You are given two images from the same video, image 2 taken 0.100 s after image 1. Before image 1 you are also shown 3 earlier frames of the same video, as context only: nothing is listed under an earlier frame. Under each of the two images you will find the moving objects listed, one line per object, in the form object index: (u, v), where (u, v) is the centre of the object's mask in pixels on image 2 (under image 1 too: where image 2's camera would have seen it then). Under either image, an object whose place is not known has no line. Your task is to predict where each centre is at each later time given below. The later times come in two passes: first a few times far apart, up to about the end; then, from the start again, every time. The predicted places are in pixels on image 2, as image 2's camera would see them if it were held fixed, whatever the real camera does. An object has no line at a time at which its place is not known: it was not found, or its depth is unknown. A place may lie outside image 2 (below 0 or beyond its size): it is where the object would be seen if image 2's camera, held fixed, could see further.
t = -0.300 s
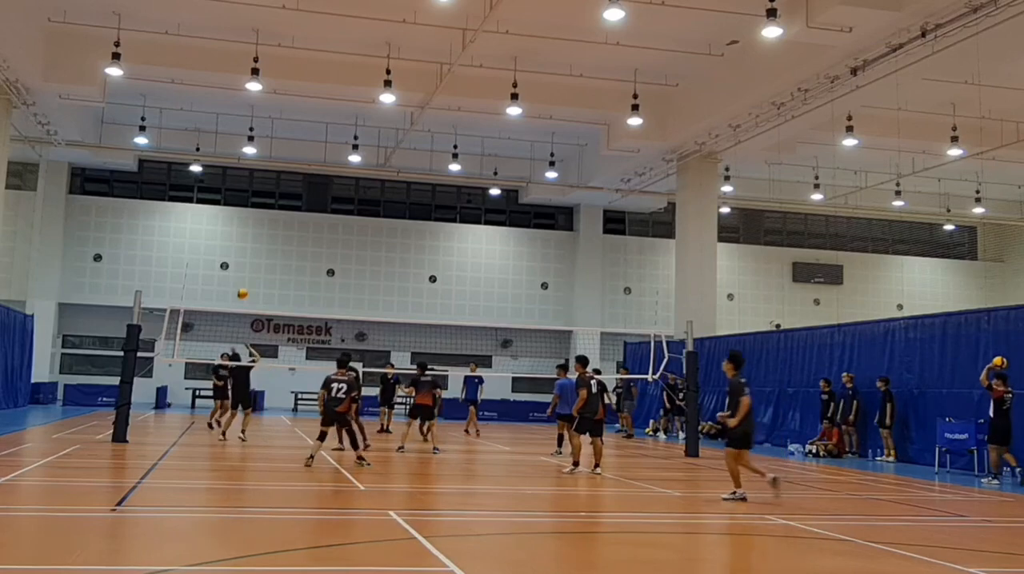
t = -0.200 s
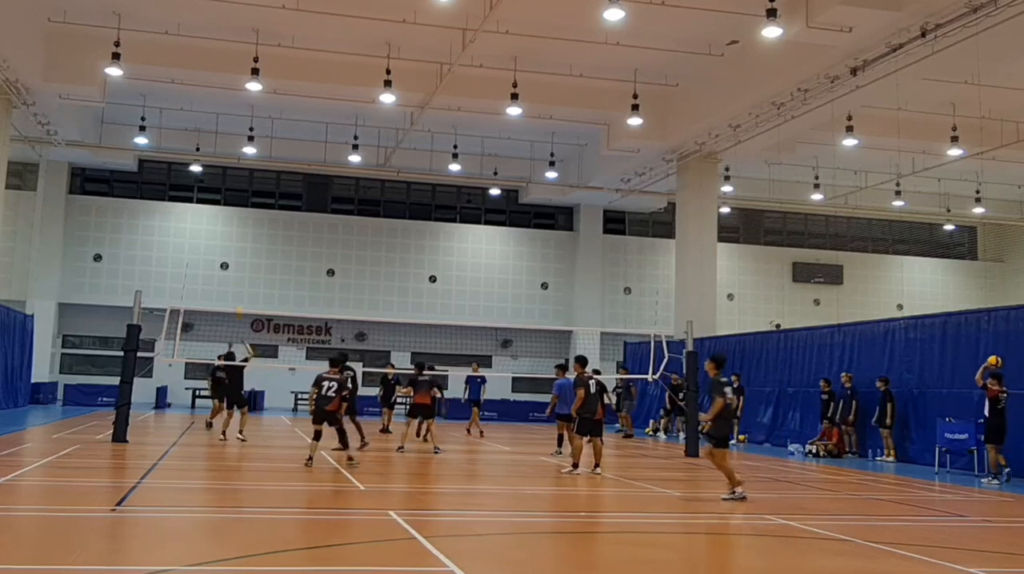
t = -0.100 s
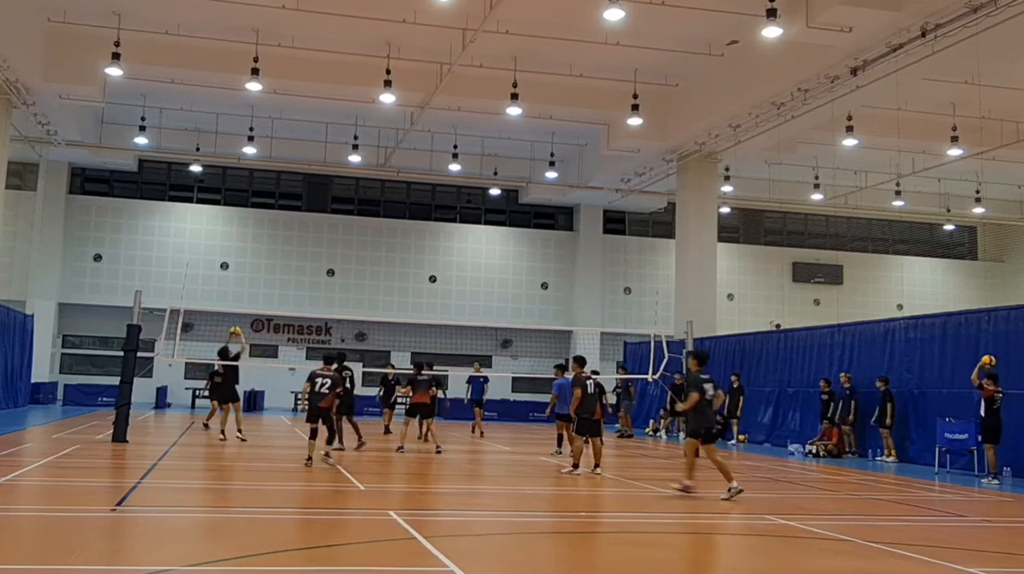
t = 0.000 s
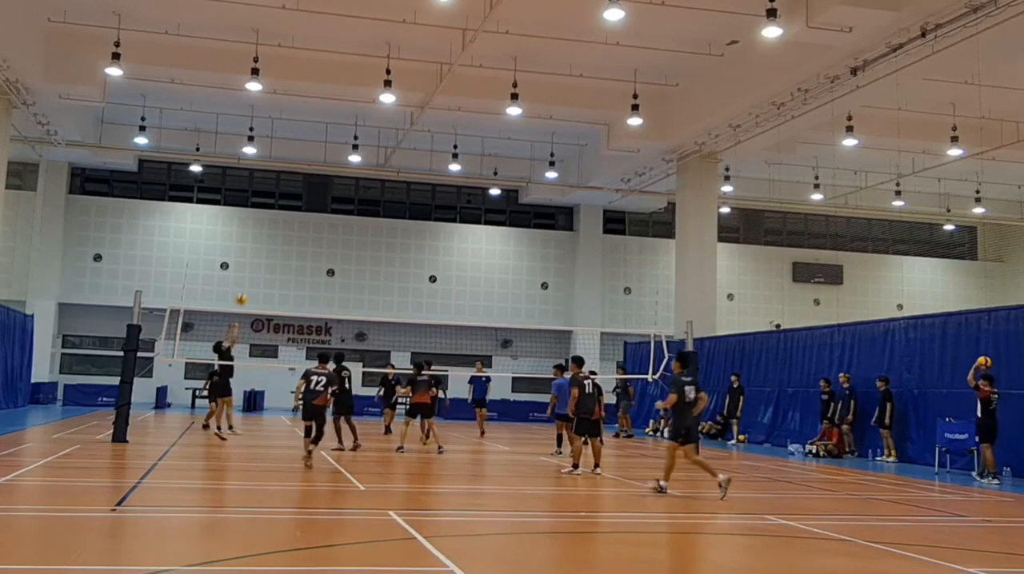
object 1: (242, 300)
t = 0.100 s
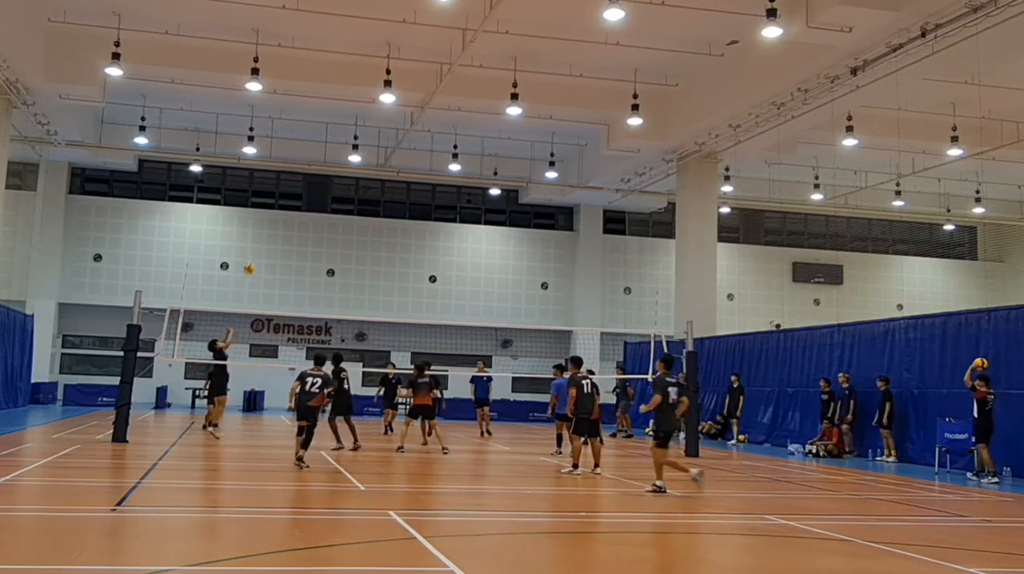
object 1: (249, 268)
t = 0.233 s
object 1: (259, 235)
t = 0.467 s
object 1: (272, 200)
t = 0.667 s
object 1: (282, 191)
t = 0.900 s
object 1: (292, 203)
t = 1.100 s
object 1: (300, 234)
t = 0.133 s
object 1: (252, 260)
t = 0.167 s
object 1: (255, 250)
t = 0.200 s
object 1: (256, 243)
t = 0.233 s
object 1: (259, 235)
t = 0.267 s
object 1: (261, 228)
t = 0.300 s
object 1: (262, 222)
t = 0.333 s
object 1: (264, 217)
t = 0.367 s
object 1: (267, 211)
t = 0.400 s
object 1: (269, 207)
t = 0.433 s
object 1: (270, 204)
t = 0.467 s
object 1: (272, 200)
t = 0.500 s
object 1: (274, 197)
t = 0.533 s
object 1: (275, 195)
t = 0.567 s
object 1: (277, 193)
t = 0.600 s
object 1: (279, 192)
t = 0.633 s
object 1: (281, 191)
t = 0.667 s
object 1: (282, 191)
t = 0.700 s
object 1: (284, 191)
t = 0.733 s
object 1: (285, 192)
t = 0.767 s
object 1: (286, 193)
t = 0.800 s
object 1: (288, 195)
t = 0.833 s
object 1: (289, 197)
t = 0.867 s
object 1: (290, 200)
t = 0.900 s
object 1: (292, 203)
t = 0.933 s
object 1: (293, 207)
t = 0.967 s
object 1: (295, 211)
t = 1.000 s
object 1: (296, 216)
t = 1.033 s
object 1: (297, 221)
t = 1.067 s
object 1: (298, 227)
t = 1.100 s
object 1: (300, 234)
